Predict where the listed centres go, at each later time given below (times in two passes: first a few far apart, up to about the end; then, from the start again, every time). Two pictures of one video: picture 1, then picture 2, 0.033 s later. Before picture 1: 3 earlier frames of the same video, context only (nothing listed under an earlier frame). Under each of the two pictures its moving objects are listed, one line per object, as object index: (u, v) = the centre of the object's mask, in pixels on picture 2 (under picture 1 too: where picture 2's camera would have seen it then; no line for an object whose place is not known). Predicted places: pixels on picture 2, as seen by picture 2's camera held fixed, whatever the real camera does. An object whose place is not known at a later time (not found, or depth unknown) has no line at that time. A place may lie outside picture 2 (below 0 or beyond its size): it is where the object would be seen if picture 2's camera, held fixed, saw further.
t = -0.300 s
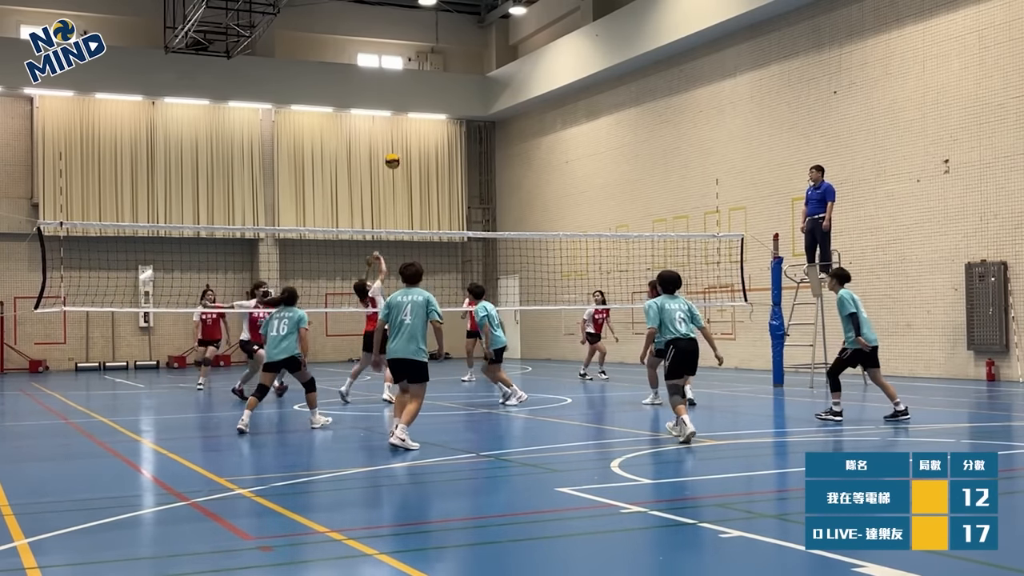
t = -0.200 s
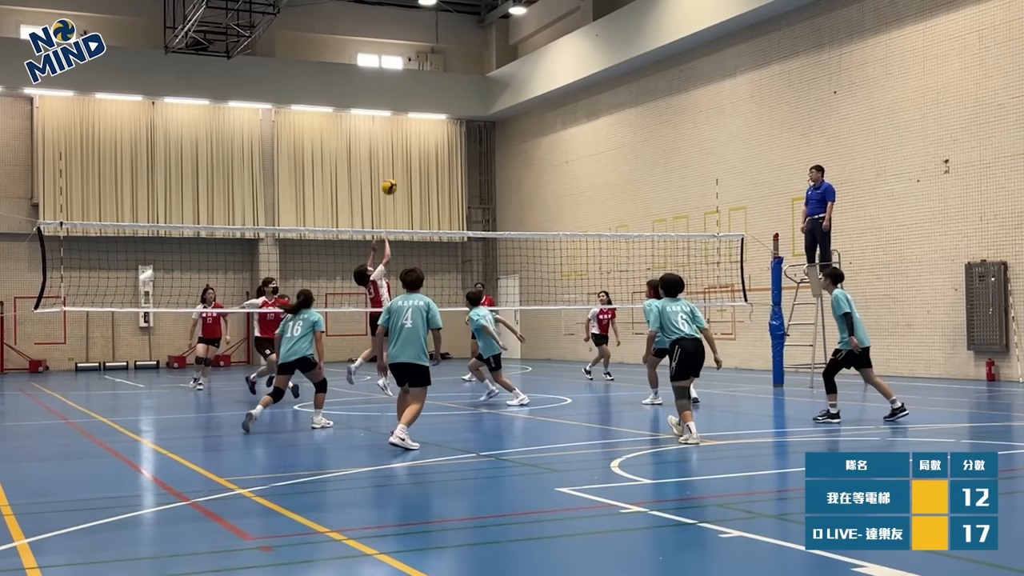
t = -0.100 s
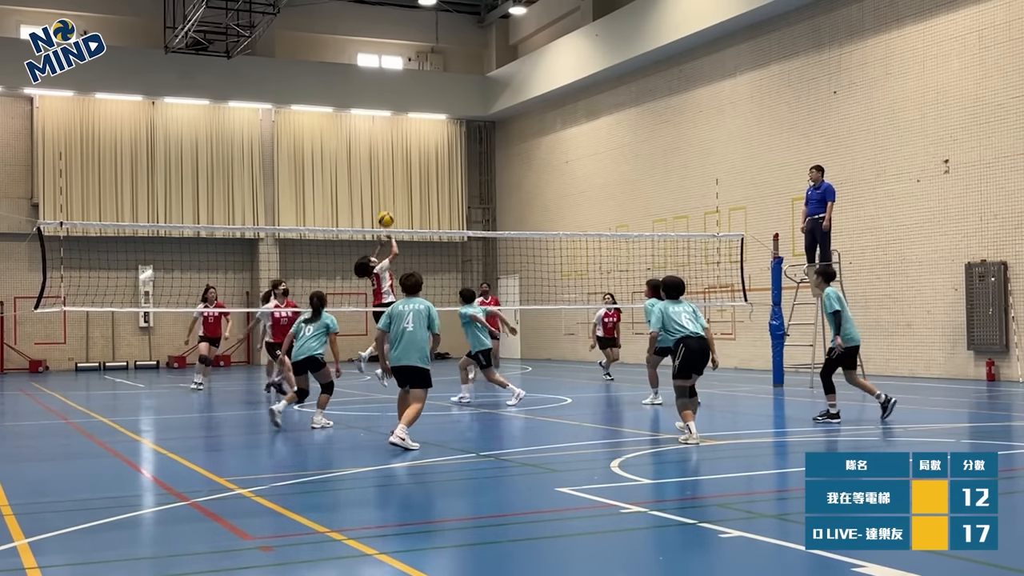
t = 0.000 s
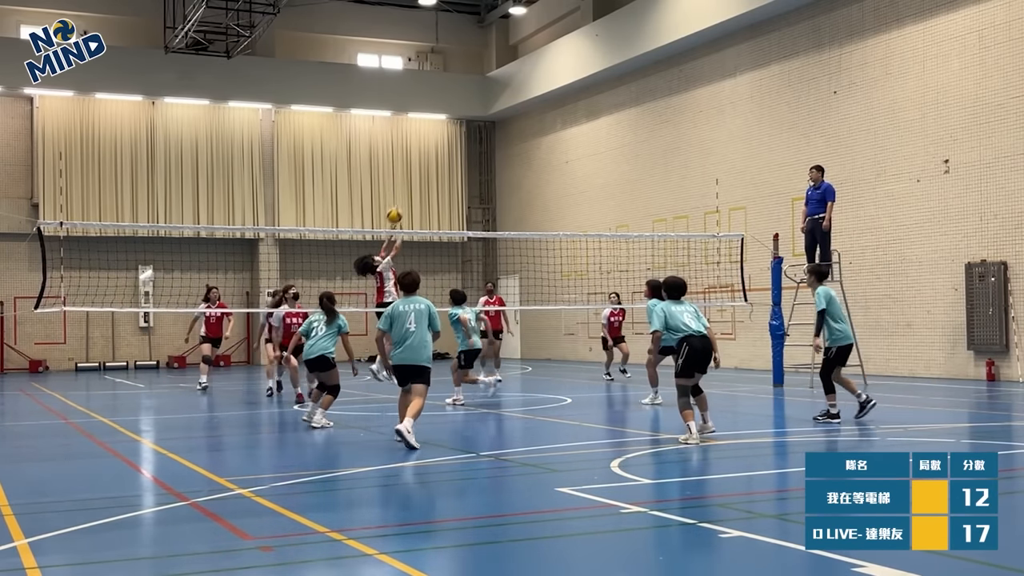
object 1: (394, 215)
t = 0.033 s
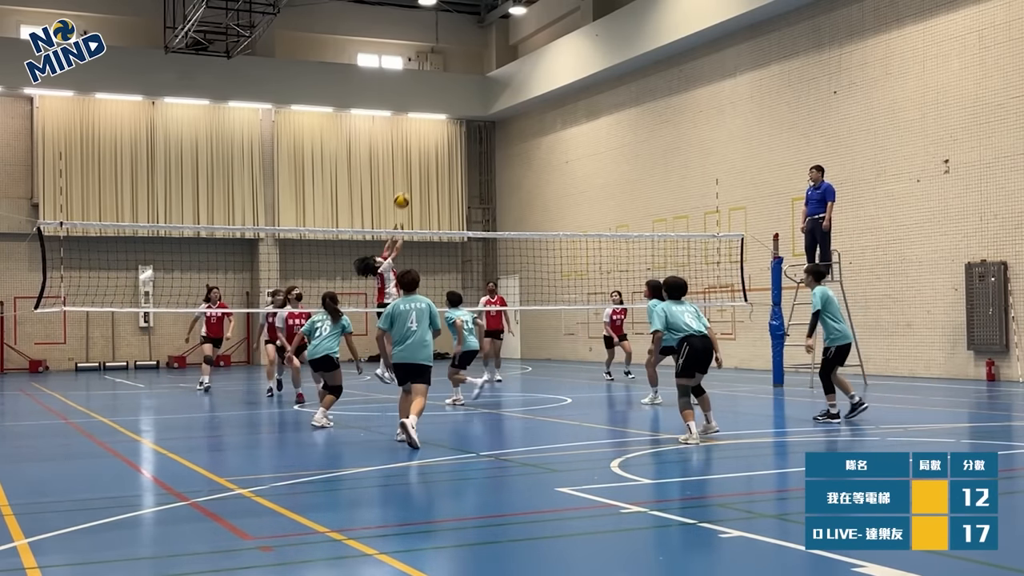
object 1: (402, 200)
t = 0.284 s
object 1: (454, 118)
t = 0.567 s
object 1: (508, 84)
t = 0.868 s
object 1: (561, 107)
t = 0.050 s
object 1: (405, 193)
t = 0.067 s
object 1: (408, 186)
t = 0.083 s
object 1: (412, 180)
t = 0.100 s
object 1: (415, 174)
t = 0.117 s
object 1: (419, 168)
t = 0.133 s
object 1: (423, 161)
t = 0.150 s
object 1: (426, 156)
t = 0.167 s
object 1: (430, 151)
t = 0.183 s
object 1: (433, 145)
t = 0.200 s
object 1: (437, 140)
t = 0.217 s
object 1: (441, 135)
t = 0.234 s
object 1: (444, 130)
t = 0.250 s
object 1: (448, 126)
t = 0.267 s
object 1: (451, 122)
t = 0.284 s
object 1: (454, 118)
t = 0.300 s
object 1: (457, 114)
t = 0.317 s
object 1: (461, 110)
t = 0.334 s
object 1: (464, 107)
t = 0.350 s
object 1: (467, 105)
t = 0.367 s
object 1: (470, 102)
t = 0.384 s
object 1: (473, 99)
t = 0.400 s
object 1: (477, 97)
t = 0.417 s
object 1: (480, 95)
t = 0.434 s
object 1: (483, 93)
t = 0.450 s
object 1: (486, 91)
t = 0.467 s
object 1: (489, 89)
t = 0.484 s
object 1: (492, 87)
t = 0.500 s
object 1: (496, 86)
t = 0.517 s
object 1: (499, 85)
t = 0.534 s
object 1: (502, 84)
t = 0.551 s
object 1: (505, 84)
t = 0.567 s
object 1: (508, 84)
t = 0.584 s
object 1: (511, 83)
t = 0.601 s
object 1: (514, 83)
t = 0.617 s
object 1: (517, 83)
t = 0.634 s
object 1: (520, 84)
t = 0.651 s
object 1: (523, 84)
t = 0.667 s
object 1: (526, 85)
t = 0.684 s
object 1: (529, 85)
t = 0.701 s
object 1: (532, 86)
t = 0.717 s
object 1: (535, 88)
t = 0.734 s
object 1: (538, 89)
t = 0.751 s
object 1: (541, 91)
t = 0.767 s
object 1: (543, 92)
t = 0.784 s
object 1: (546, 94)
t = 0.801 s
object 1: (549, 96)
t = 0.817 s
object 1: (552, 98)
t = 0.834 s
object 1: (555, 101)
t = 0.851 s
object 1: (558, 104)
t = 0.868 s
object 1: (561, 107)
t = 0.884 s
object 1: (564, 110)
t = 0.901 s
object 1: (566, 113)
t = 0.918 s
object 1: (569, 116)
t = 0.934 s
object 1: (572, 120)
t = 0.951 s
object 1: (574, 123)
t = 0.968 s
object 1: (578, 127)
